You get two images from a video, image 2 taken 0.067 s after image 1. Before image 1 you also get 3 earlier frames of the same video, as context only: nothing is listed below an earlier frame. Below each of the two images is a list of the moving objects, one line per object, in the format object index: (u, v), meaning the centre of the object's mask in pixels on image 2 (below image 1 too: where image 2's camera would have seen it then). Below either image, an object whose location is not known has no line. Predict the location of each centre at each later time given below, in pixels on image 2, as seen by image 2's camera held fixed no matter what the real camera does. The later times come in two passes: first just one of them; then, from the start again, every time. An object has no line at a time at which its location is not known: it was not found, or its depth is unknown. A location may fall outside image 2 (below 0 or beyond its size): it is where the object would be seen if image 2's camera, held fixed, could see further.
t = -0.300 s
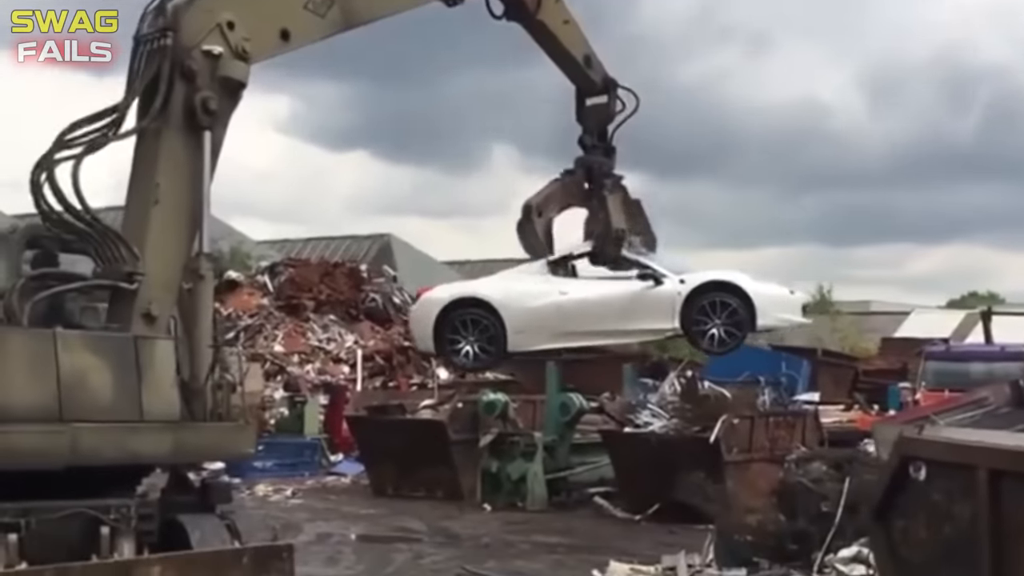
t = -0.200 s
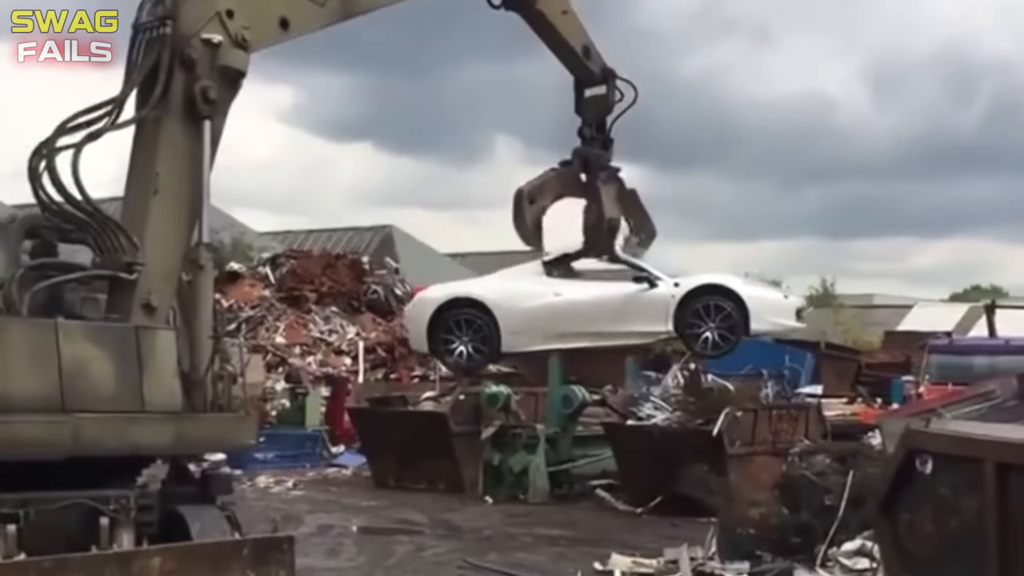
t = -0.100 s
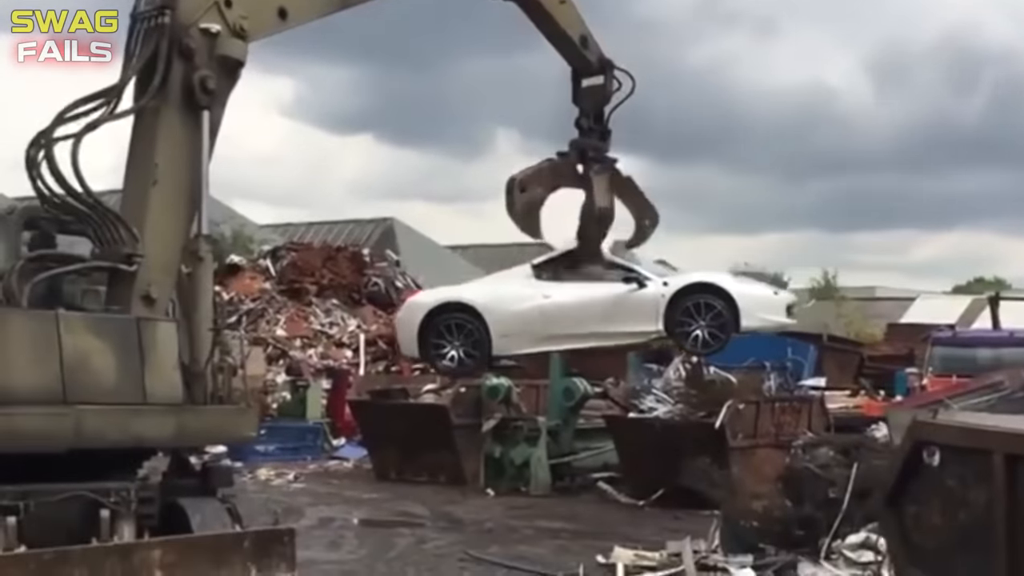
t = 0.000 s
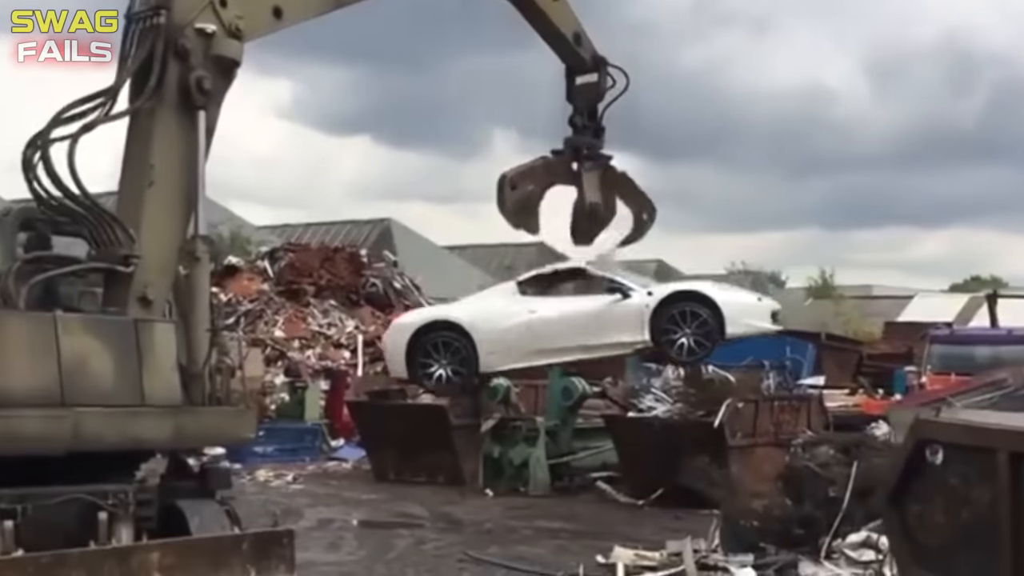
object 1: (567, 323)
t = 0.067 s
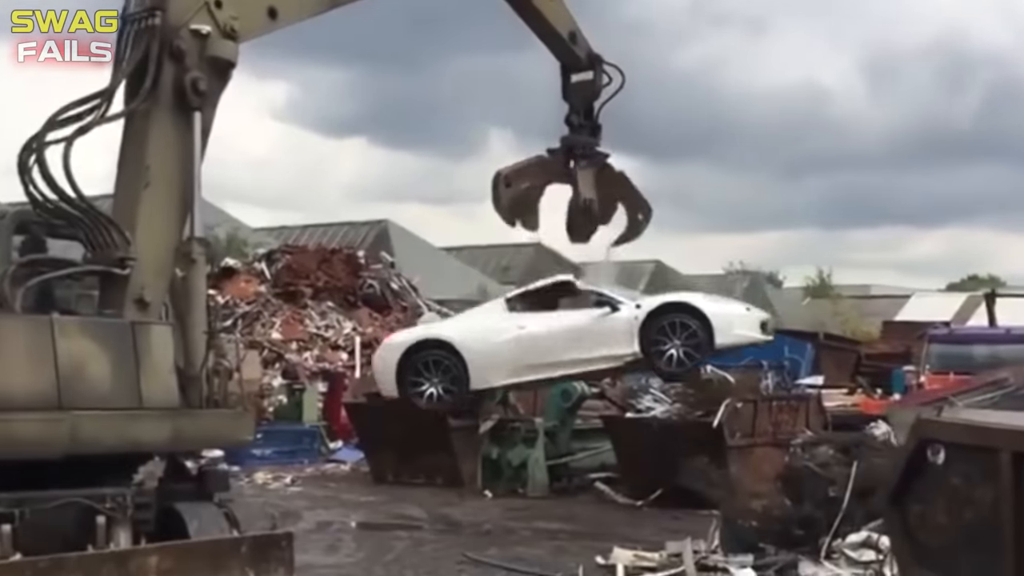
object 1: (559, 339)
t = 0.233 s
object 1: (536, 393)
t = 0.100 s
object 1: (555, 348)
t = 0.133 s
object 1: (552, 359)
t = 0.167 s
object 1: (549, 370)
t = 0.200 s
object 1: (542, 381)
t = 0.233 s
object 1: (536, 393)
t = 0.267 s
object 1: (532, 406)
